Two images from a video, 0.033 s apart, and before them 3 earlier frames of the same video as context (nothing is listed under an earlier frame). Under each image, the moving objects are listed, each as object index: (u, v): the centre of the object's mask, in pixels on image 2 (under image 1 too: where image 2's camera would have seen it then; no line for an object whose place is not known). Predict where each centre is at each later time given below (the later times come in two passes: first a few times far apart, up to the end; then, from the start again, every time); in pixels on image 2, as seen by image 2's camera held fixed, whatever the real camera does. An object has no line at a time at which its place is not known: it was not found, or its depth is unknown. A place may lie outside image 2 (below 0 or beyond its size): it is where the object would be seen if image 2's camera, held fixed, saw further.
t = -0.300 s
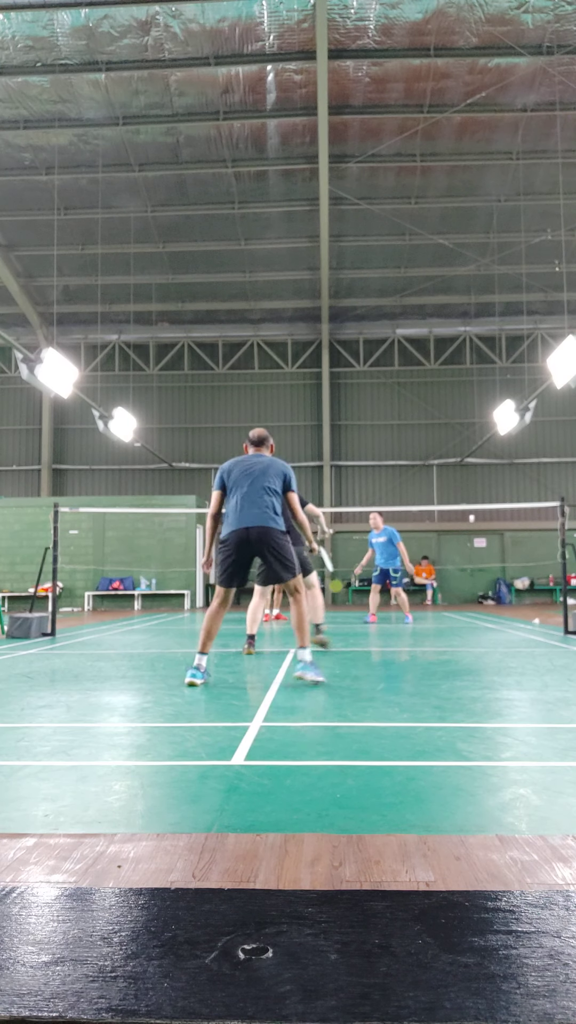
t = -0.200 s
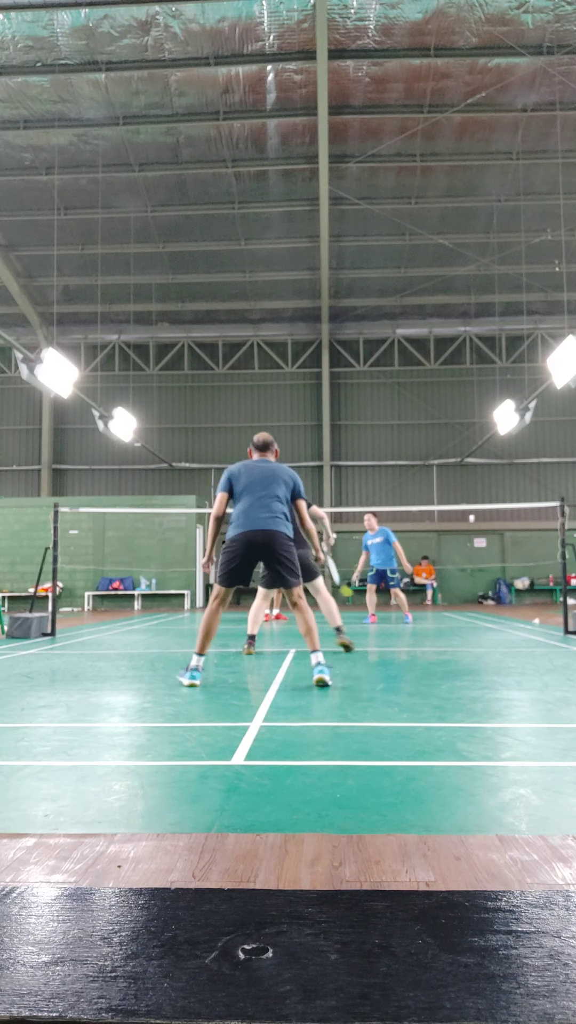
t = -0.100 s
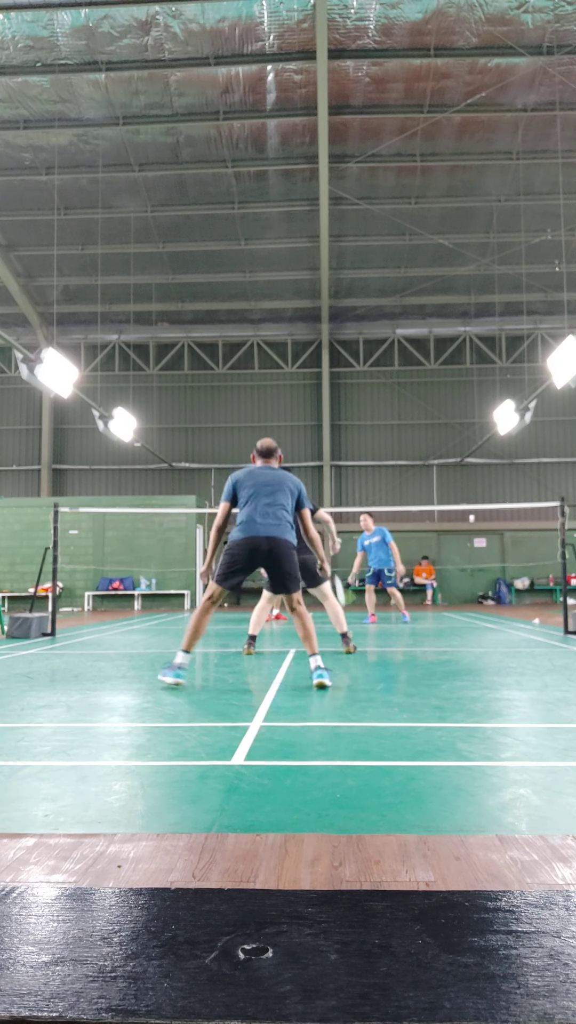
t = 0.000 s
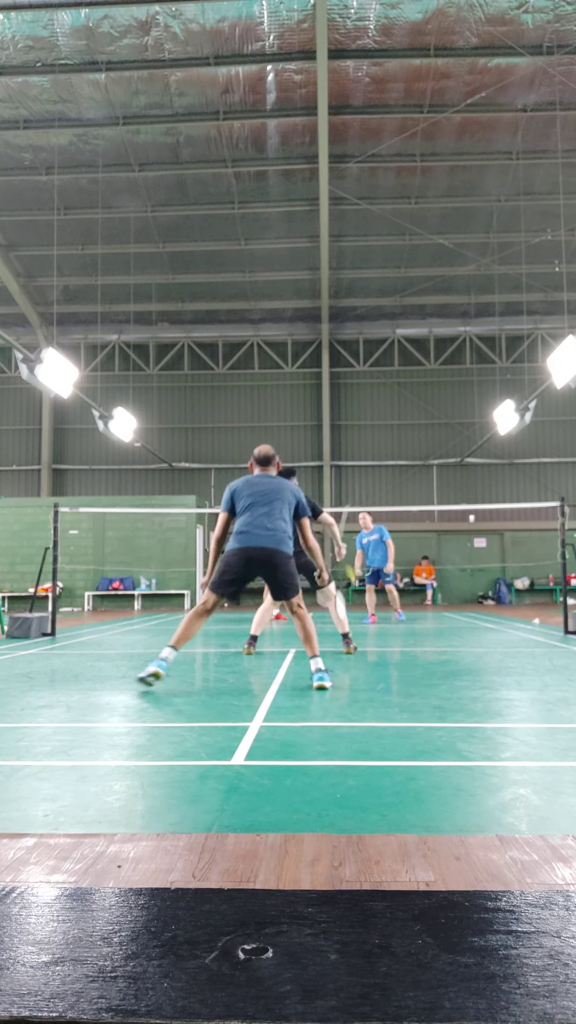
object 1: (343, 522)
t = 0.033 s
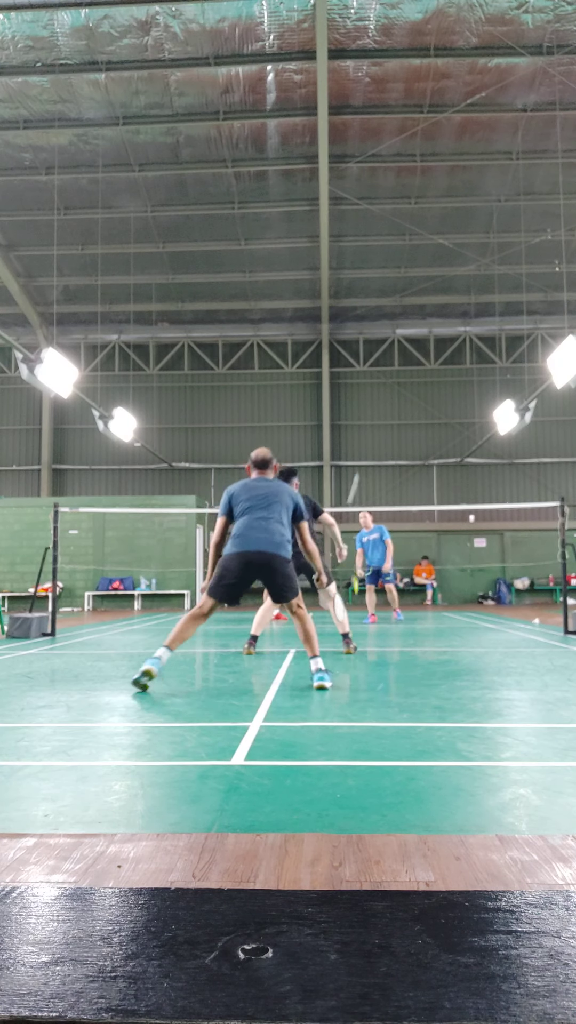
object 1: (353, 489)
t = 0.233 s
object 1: (398, 337)
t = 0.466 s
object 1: (446, 217)
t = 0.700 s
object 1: (491, 154)
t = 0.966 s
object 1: (544, 157)
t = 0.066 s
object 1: (361, 459)
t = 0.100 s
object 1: (369, 432)
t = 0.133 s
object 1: (377, 405)
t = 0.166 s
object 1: (384, 381)
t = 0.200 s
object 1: (391, 359)
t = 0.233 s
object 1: (398, 337)
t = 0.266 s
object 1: (406, 316)
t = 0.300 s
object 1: (413, 297)
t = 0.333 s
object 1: (420, 279)
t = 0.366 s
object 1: (426, 262)
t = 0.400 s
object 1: (433, 246)
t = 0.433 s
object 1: (439, 231)
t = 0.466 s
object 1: (446, 217)
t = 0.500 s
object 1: (452, 205)
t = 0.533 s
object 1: (459, 194)
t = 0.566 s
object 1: (465, 183)
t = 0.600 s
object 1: (471, 174)
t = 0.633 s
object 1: (478, 166)
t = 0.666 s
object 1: (484, 159)
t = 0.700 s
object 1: (491, 154)
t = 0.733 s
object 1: (497, 149)
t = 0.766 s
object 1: (504, 146)
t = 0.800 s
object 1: (510, 144)
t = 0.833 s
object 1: (517, 144)
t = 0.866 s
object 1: (524, 145)
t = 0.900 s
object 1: (530, 147)
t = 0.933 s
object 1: (537, 151)
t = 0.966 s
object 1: (544, 157)
